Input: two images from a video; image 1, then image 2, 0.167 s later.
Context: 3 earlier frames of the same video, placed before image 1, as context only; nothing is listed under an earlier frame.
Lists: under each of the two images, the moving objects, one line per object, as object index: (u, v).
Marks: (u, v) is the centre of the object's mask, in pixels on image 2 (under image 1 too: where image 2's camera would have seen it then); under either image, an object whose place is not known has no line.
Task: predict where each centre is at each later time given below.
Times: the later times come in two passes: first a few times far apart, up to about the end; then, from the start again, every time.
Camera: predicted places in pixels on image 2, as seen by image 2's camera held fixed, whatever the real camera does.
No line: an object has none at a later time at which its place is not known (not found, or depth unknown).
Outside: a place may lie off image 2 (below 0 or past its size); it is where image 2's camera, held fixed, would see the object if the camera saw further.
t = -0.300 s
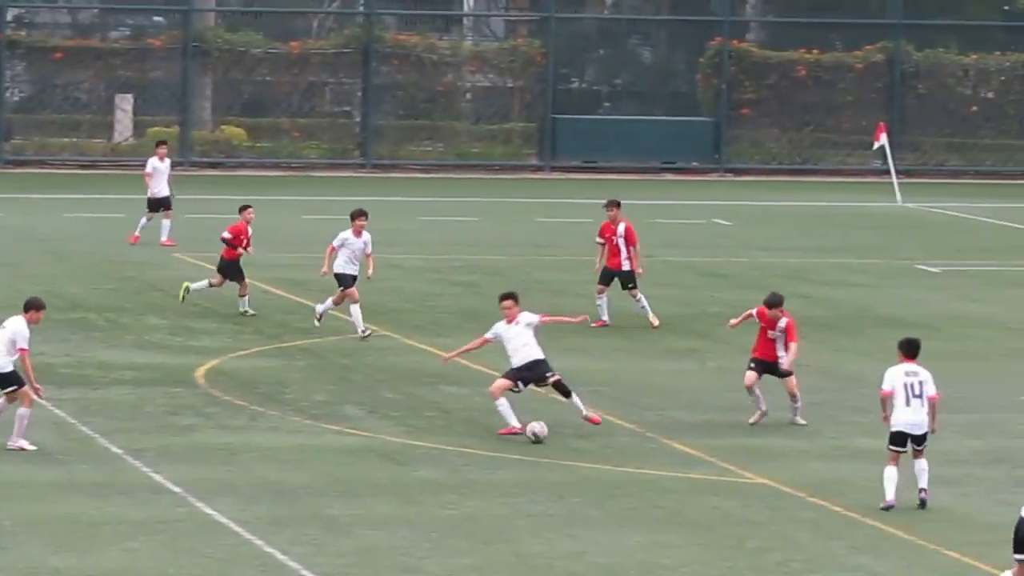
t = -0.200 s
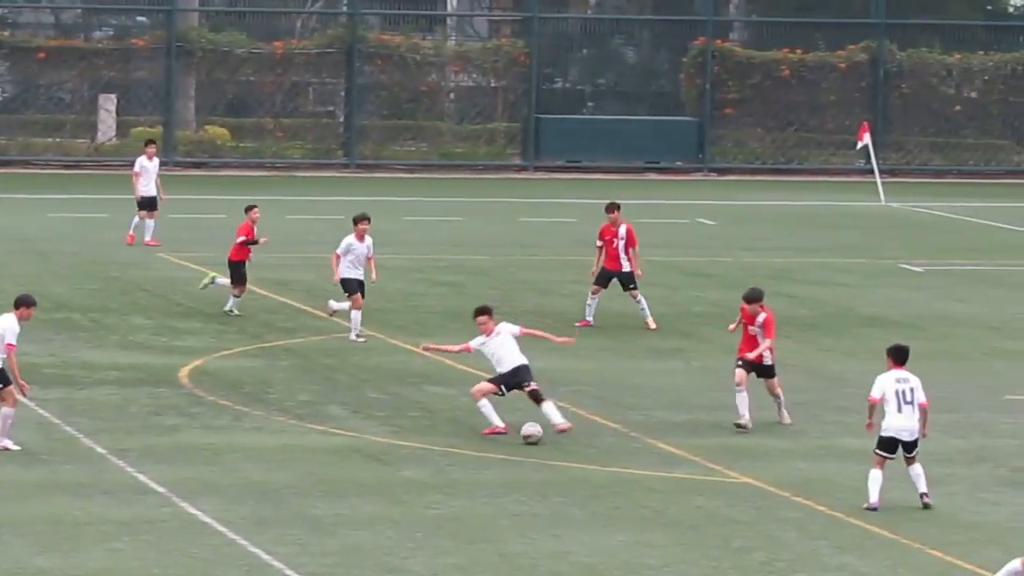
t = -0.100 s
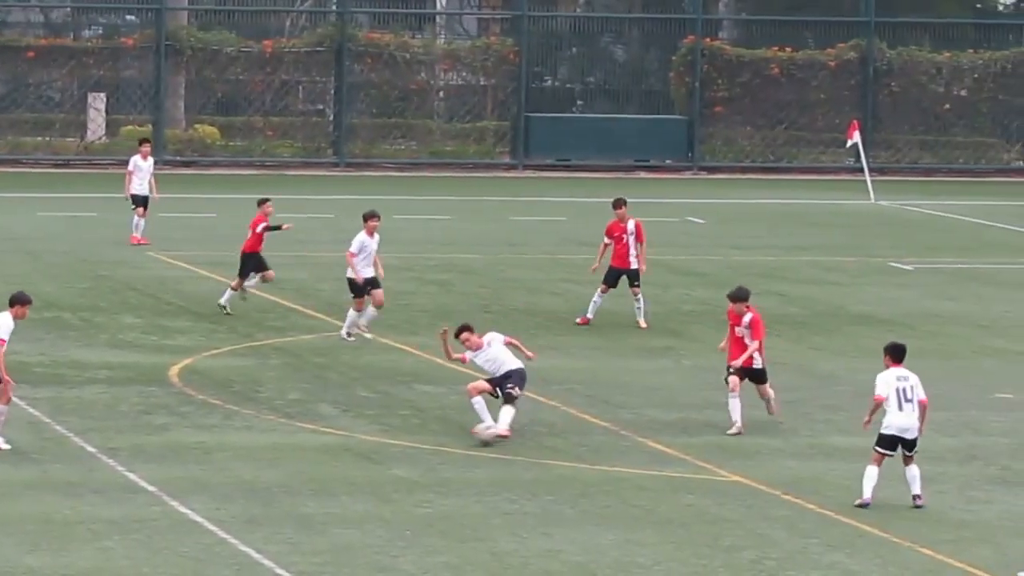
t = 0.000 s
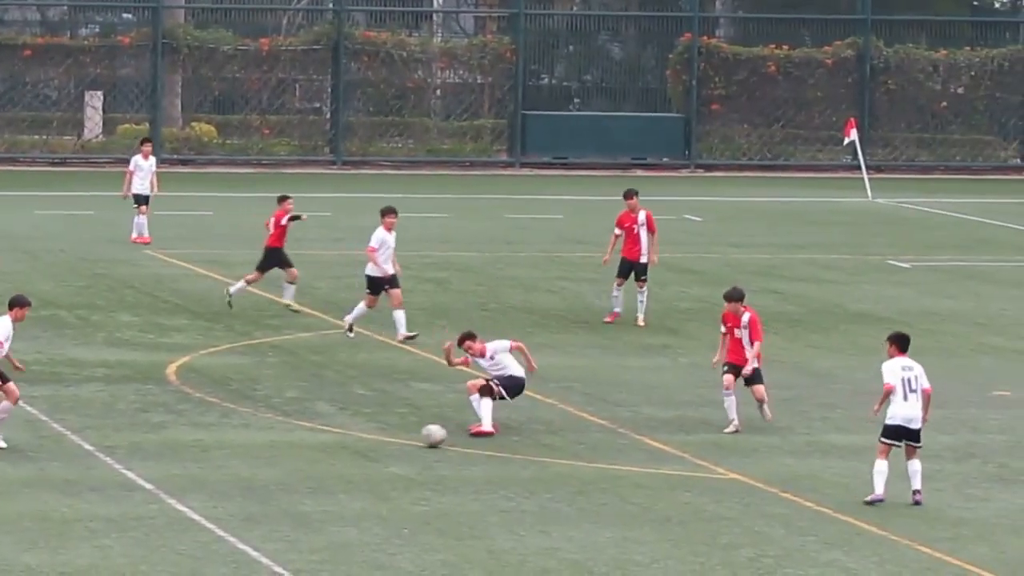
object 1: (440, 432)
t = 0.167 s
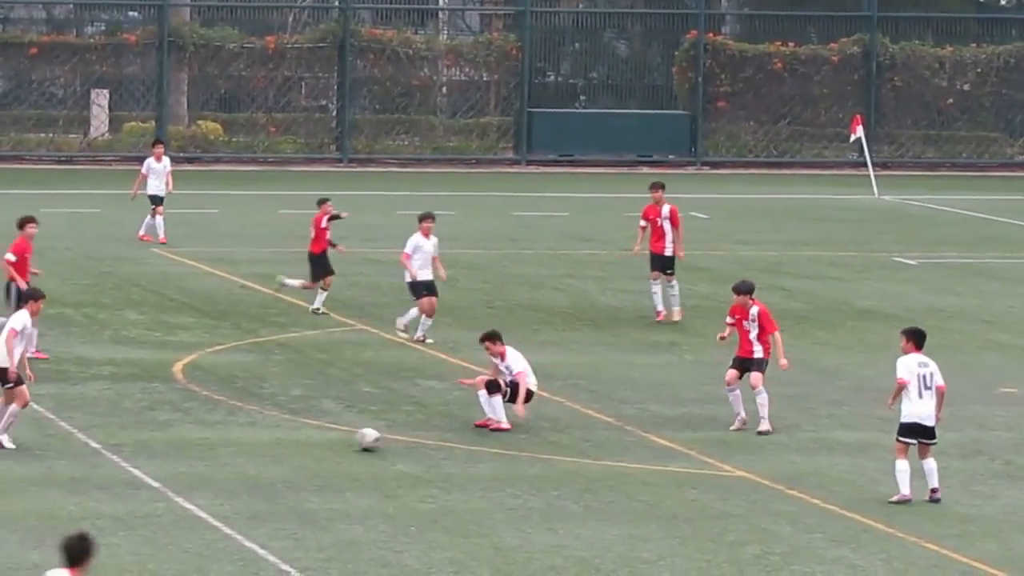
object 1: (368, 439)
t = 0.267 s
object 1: (332, 444)
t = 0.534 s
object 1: (254, 449)
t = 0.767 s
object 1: (191, 457)
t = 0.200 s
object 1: (356, 440)
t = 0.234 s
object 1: (343, 442)
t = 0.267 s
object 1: (332, 444)
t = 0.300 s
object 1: (321, 444)
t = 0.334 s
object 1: (311, 445)
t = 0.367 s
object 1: (300, 446)
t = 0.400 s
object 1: (291, 446)
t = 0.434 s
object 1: (281, 448)
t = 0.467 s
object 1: (272, 449)
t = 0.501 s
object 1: (263, 450)
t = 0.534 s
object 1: (254, 449)
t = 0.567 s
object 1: (245, 452)
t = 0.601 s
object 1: (236, 453)
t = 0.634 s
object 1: (227, 453)
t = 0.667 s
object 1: (218, 454)
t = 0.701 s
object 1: (209, 456)
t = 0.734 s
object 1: (200, 457)
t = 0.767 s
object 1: (191, 457)
